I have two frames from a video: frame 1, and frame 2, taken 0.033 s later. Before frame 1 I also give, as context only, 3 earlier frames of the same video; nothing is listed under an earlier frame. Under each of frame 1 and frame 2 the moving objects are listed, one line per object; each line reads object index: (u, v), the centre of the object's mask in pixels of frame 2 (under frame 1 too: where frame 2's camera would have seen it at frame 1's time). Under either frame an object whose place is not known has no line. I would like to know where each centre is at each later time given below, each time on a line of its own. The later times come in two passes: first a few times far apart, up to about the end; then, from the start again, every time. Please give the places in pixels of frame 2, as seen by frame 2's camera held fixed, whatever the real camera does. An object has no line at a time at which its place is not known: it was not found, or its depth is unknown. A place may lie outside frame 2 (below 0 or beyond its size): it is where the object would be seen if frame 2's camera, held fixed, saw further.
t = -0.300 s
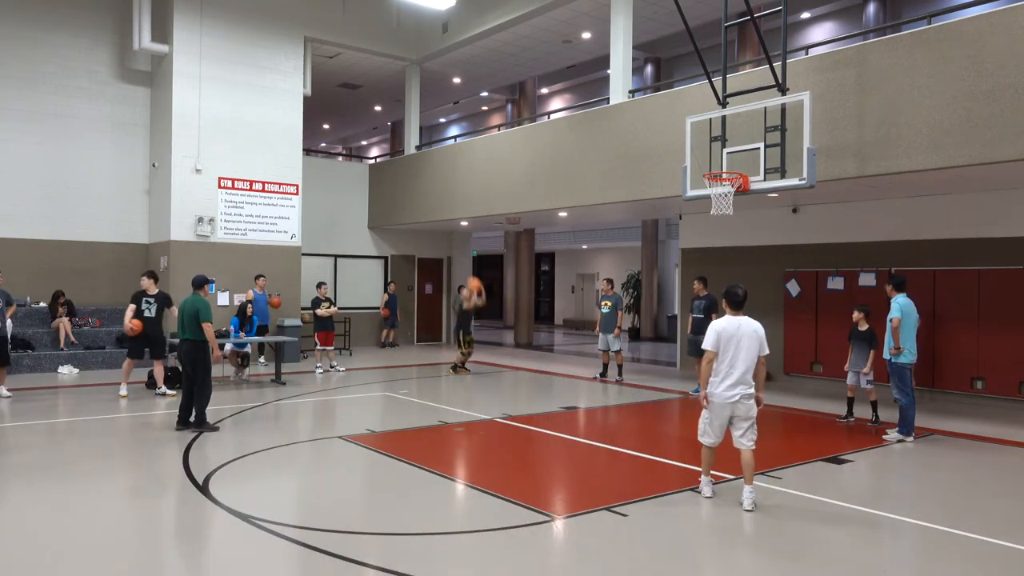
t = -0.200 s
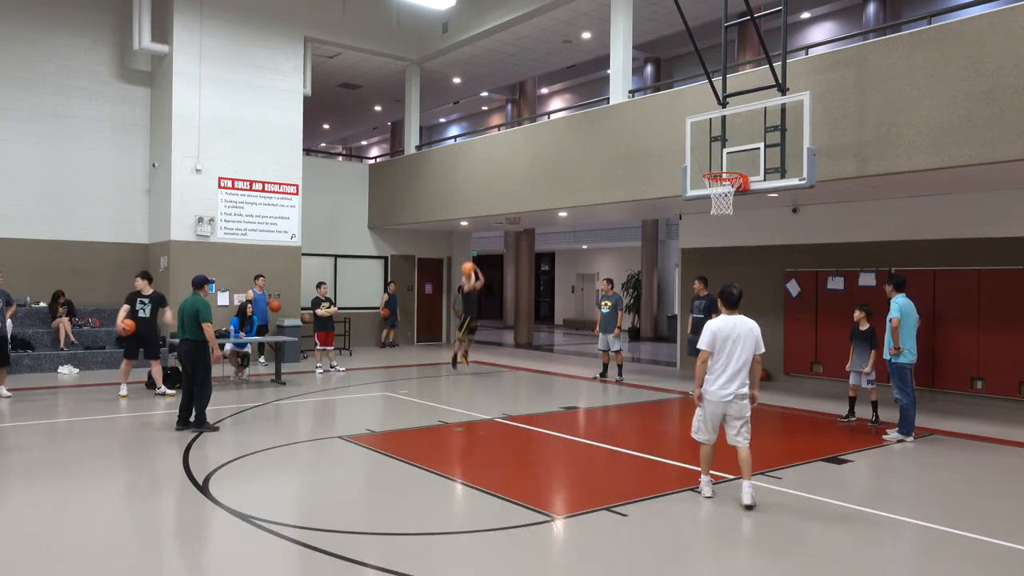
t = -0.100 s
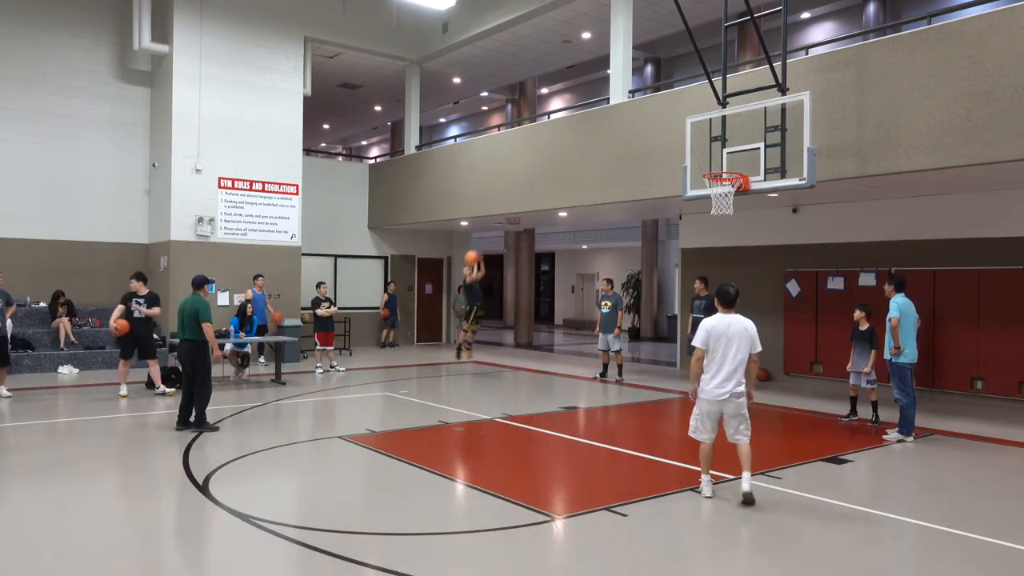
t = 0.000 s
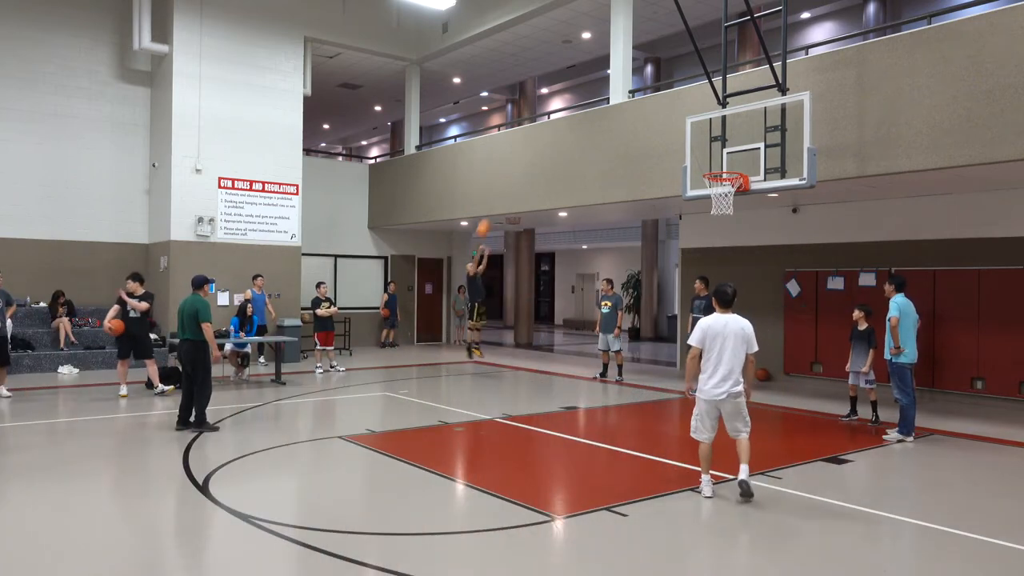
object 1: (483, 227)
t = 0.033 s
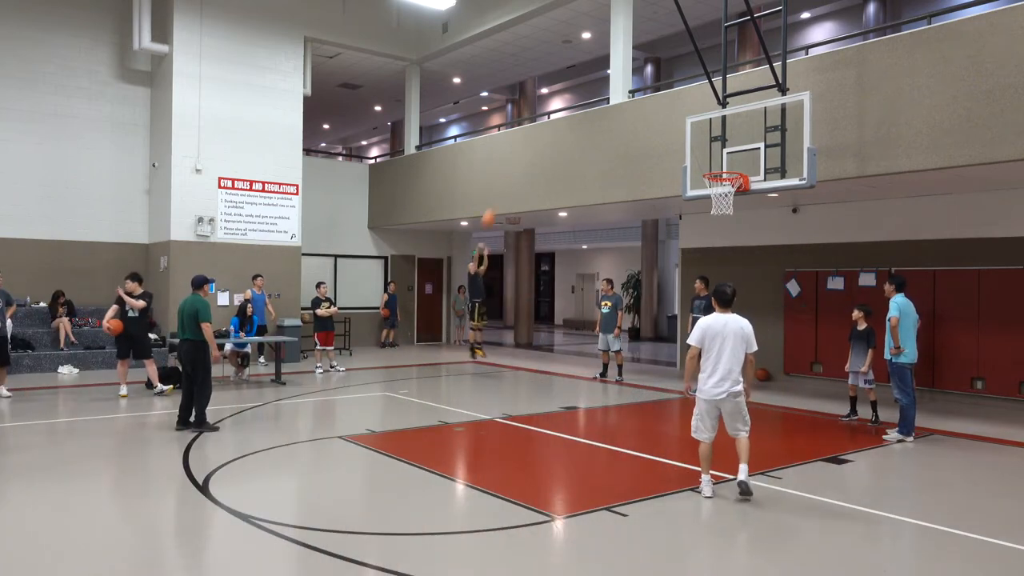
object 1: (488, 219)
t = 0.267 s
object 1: (529, 154)
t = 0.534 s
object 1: (583, 110)
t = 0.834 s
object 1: (647, 114)
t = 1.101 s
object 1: (717, 163)
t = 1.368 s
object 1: (774, 162)
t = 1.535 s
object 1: (809, 192)
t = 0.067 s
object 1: (494, 207)
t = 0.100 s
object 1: (500, 197)
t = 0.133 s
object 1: (505, 188)
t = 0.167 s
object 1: (511, 179)
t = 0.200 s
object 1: (517, 170)
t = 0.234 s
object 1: (523, 162)
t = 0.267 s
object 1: (529, 154)
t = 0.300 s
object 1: (535, 146)
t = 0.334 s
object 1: (541, 140)
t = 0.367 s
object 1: (547, 134)
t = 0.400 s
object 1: (554, 128)
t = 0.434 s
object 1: (560, 123)
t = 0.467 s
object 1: (566, 119)
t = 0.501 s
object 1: (573, 115)
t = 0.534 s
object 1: (583, 110)
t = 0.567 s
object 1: (587, 109)
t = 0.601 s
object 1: (594, 107)
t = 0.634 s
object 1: (600, 106)
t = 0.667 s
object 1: (608, 105)
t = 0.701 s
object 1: (616, 106)
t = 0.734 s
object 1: (624, 106)
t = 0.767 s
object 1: (632, 108)
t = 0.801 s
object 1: (639, 110)
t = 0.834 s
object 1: (647, 114)
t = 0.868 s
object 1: (656, 118)
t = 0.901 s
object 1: (665, 124)
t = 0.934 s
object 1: (673, 129)
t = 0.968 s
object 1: (682, 137)
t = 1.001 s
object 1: (692, 145)
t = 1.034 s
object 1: (701, 154)
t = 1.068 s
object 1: (709, 164)
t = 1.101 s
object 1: (717, 163)
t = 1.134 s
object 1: (724, 159)
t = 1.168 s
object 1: (731, 157)
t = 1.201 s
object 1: (738, 156)
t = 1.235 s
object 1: (745, 155)
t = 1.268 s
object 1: (752, 156)
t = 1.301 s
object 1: (759, 156)
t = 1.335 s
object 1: (766, 158)
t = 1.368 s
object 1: (774, 162)
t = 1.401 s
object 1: (779, 166)
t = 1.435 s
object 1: (787, 170)
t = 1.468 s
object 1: (793, 176)
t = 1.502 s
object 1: (803, 184)
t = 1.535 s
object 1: (809, 192)
